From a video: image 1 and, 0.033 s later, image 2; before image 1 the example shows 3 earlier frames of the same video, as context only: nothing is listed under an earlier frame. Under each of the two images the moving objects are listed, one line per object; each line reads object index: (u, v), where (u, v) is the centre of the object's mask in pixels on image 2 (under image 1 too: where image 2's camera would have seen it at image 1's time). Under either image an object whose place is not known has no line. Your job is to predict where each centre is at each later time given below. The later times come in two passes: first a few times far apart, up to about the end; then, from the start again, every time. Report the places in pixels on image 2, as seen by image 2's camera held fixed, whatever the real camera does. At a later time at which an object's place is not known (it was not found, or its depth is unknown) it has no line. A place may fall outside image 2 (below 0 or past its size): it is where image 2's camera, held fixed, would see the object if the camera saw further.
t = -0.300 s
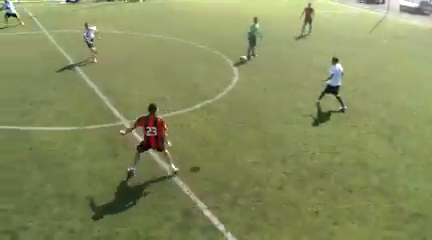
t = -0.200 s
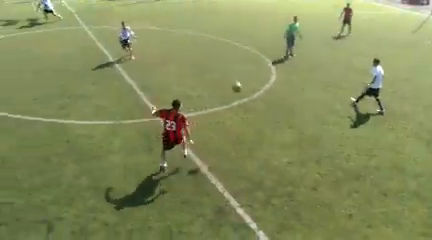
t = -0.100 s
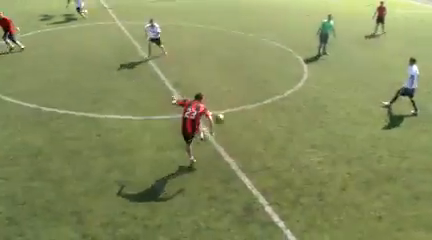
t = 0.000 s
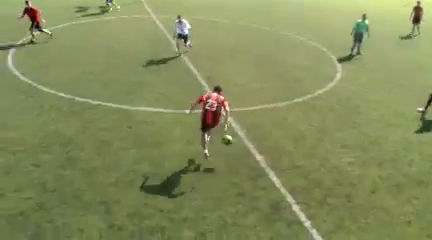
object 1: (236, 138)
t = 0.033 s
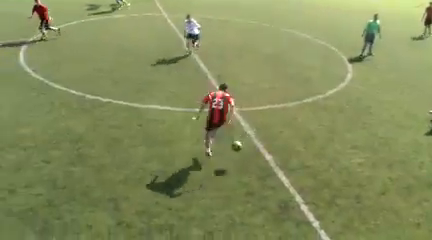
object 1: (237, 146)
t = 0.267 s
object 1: (239, 170)
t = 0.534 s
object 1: (246, 179)
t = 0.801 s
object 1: (252, 203)
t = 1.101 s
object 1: (257, 228)
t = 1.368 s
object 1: (265, 247)
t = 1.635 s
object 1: (273, 266)
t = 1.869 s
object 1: (280, 286)
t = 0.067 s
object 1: (235, 153)
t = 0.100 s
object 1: (235, 161)
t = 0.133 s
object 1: (234, 170)
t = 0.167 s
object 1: (235, 175)
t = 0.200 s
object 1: (236, 173)
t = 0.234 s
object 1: (237, 171)
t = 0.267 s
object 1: (239, 170)
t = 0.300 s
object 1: (240, 169)
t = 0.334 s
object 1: (241, 169)
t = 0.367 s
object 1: (242, 169)
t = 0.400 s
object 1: (243, 170)
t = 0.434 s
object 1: (244, 172)
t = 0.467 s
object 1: (245, 173)
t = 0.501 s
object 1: (246, 176)
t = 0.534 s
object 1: (246, 179)
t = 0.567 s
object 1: (247, 182)
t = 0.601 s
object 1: (248, 187)
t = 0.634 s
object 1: (248, 191)
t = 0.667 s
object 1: (249, 196)
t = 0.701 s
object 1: (249, 202)
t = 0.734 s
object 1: (250, 202)
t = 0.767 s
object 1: (251, 202)
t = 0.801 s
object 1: (252, 203)
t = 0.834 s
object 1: (253, 204)
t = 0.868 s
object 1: (254, 205)
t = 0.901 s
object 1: (254, 207)
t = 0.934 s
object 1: (255, 209)
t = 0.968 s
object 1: (255, 212)
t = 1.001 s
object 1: (256, 216)
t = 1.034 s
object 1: (257, 221)
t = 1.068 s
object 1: (257, 225)
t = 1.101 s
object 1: (257, 228)
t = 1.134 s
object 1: (258, 229)
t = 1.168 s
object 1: (259, 231)
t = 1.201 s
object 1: (260, 232)
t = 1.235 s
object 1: (261, 235)
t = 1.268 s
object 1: (262, 237)
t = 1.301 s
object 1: (263, 240)
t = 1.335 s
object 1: (263, 244)
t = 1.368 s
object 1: (265, 247)
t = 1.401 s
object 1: (265, 249)
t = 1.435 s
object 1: (267, 250)
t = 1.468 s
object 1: (268, 253)
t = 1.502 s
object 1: (269, 256)
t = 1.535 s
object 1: (270, 259)
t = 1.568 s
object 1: (271, 261)
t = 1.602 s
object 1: (272, 264)
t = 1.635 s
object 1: (273, 266)
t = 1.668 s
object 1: (274, 270)
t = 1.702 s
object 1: (275, 272)
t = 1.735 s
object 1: (276, 275)
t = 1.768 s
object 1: (277, 278)
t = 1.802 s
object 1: (277, 281)
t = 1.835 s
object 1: (279, 283)
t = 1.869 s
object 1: (280, 286)
